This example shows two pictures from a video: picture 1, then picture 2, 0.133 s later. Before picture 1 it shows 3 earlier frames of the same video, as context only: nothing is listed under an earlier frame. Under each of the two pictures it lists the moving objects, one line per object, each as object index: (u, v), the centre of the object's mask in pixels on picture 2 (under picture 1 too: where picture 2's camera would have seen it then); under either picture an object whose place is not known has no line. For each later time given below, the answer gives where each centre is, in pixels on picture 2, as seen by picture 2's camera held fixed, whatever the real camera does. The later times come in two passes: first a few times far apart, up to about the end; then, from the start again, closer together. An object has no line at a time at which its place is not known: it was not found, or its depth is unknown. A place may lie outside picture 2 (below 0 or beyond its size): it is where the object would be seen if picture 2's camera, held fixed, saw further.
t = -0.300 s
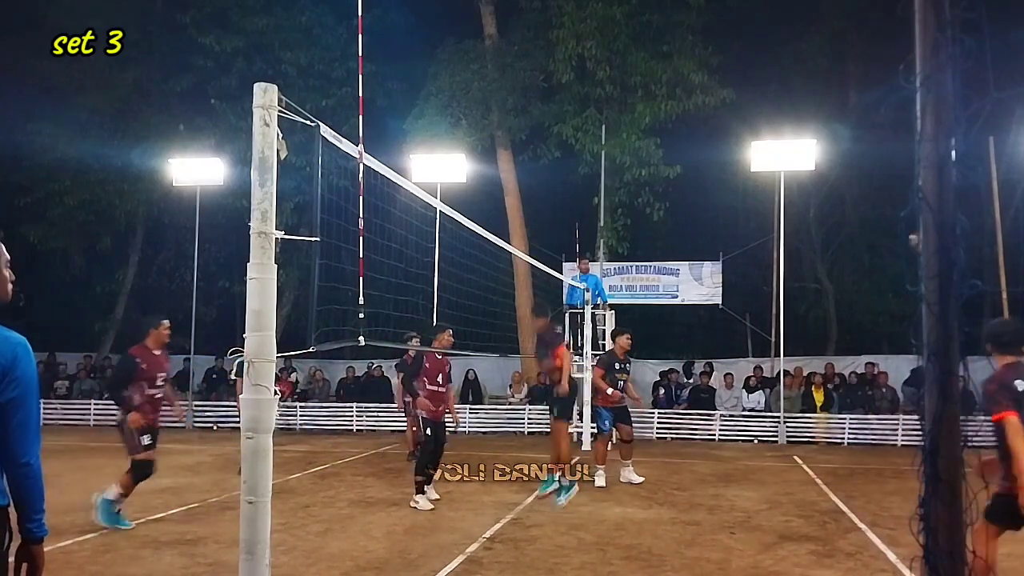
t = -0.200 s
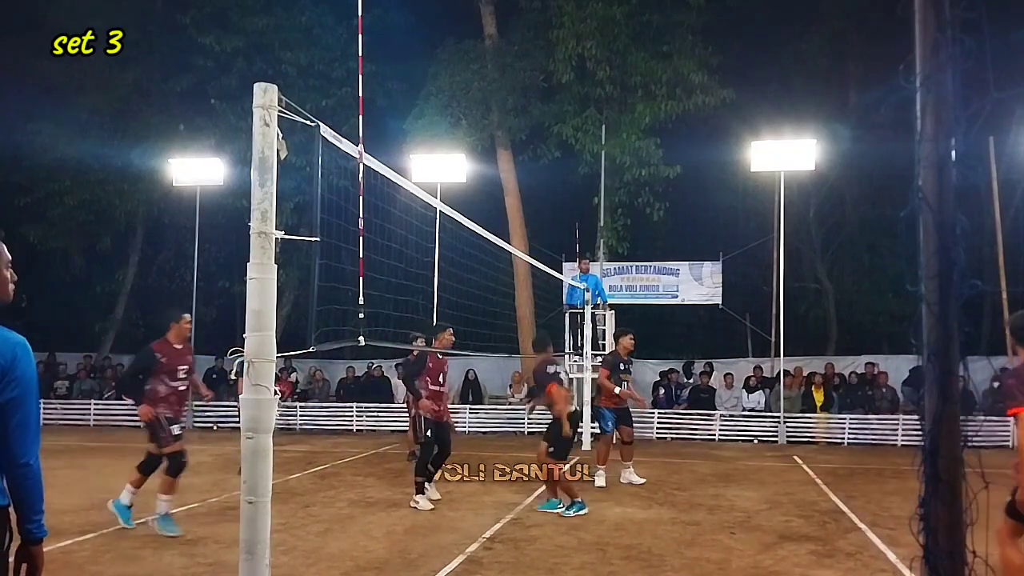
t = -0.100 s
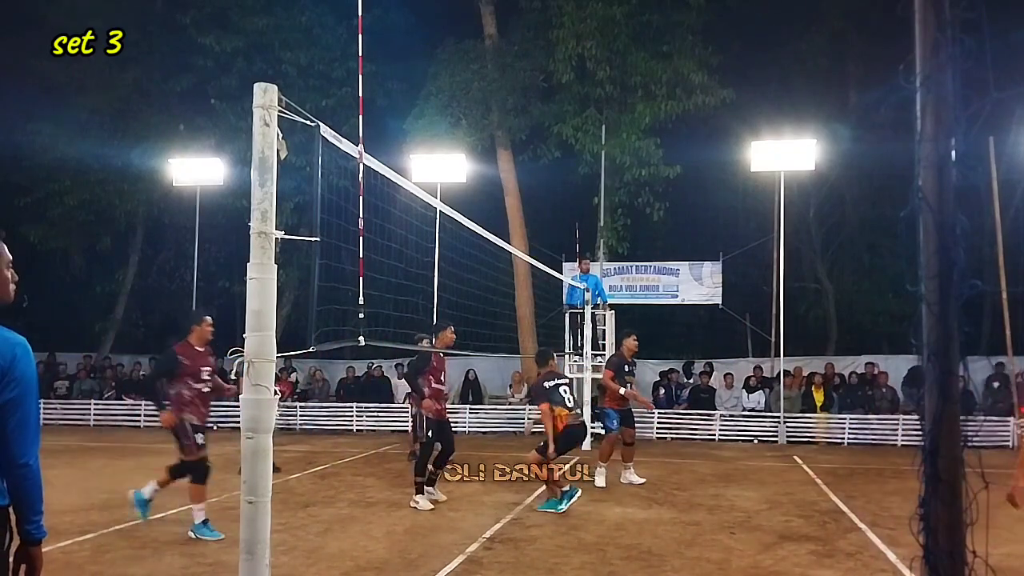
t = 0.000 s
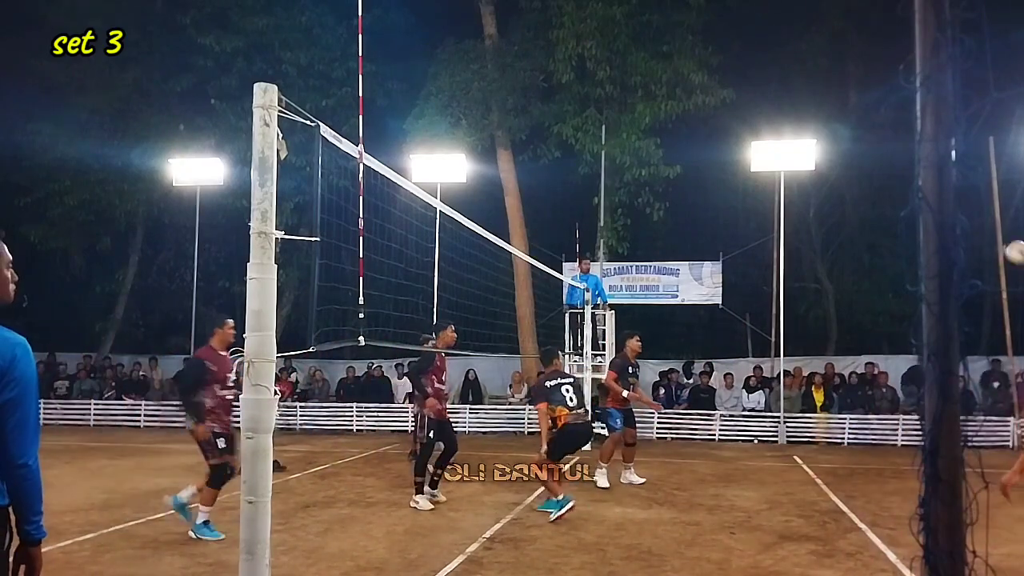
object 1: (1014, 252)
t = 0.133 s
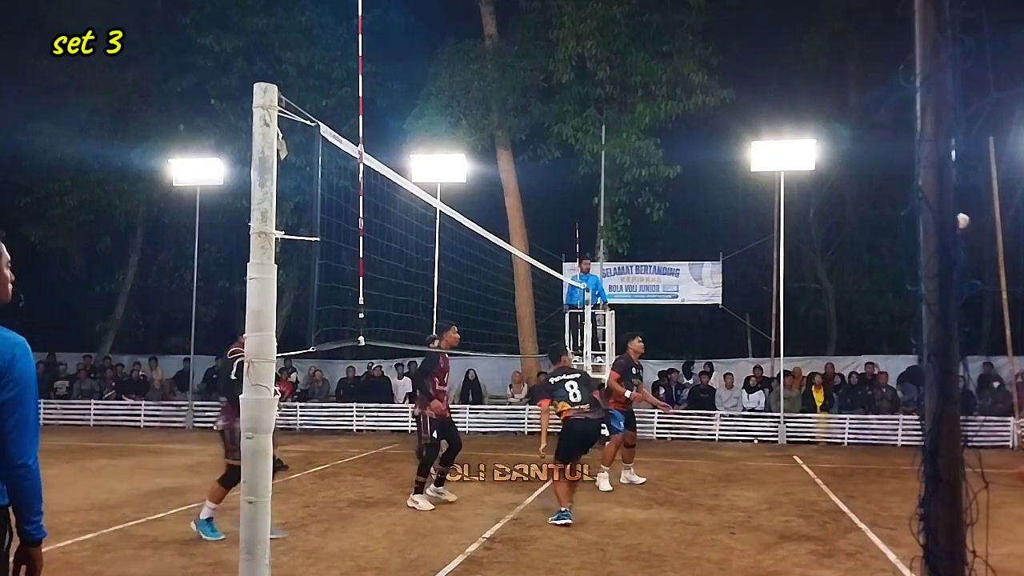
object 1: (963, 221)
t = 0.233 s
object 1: (906, 210)
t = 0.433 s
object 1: (817, 216)
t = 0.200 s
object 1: (915, 212)
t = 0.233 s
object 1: (906, 210)
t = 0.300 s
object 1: (878, 208)
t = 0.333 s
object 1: (862, 208)
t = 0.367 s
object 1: (848, 209)
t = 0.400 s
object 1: (833, 211)
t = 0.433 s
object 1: (817, 216)
